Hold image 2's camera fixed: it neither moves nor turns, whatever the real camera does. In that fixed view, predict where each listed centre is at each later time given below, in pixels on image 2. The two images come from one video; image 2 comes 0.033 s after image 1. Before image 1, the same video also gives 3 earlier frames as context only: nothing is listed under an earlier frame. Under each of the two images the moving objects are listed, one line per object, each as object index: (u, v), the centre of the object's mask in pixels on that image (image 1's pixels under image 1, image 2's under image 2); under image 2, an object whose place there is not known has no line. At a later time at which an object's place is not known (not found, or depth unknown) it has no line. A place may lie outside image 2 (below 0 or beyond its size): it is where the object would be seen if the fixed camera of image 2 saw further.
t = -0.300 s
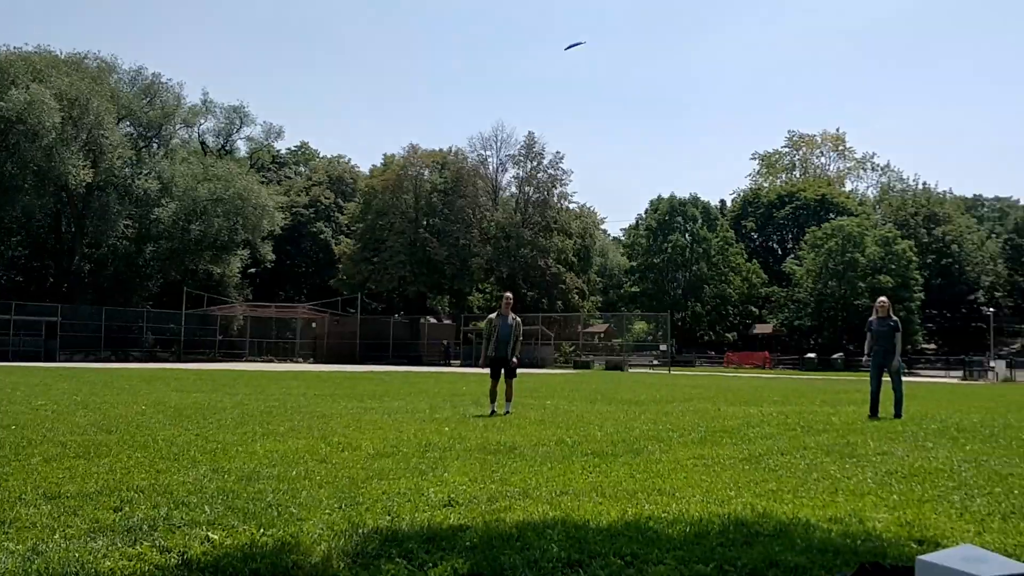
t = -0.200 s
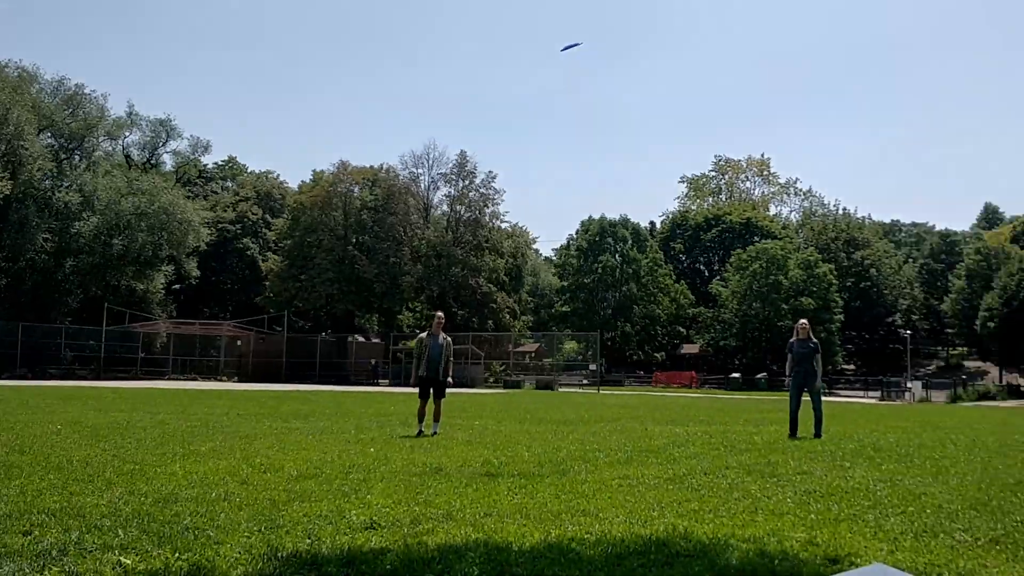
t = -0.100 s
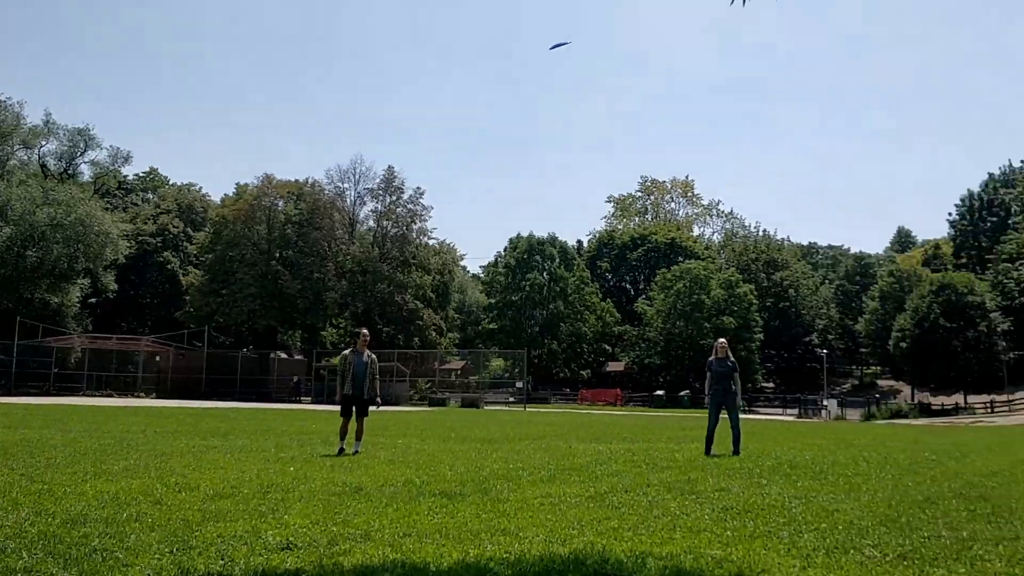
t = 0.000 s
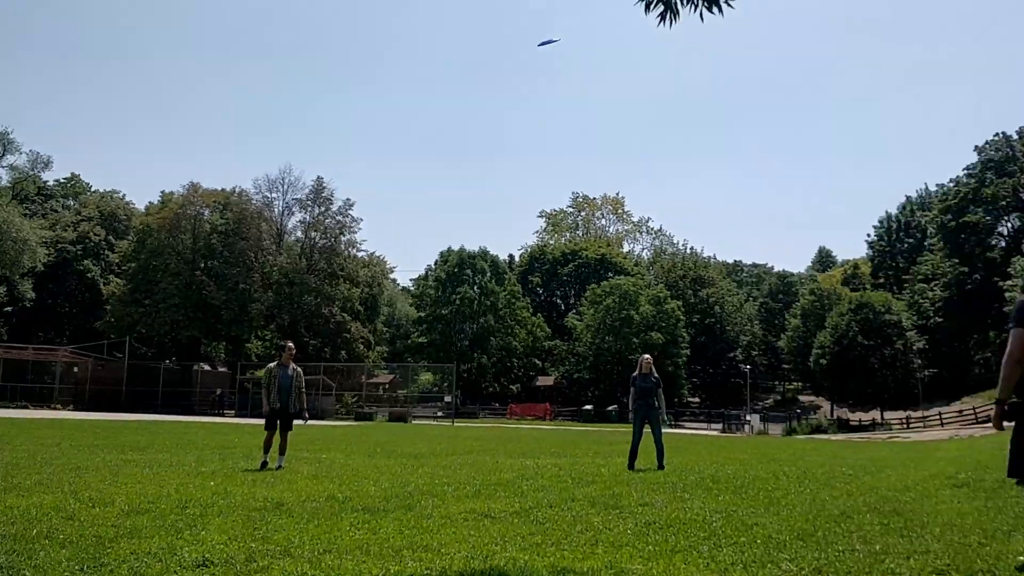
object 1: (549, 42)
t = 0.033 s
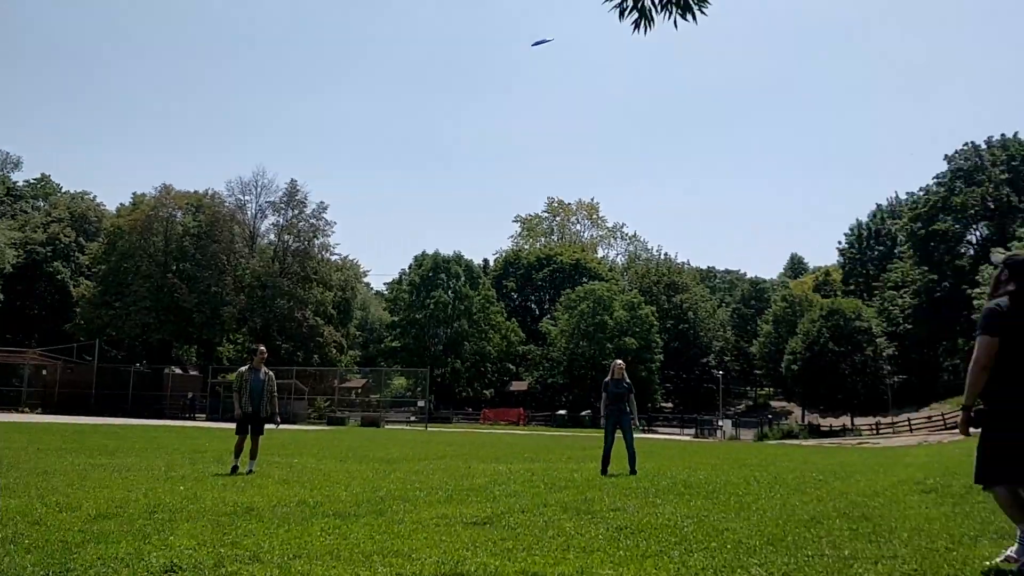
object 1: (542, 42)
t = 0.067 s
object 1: (558, 37)
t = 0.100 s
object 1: (575, 33)
